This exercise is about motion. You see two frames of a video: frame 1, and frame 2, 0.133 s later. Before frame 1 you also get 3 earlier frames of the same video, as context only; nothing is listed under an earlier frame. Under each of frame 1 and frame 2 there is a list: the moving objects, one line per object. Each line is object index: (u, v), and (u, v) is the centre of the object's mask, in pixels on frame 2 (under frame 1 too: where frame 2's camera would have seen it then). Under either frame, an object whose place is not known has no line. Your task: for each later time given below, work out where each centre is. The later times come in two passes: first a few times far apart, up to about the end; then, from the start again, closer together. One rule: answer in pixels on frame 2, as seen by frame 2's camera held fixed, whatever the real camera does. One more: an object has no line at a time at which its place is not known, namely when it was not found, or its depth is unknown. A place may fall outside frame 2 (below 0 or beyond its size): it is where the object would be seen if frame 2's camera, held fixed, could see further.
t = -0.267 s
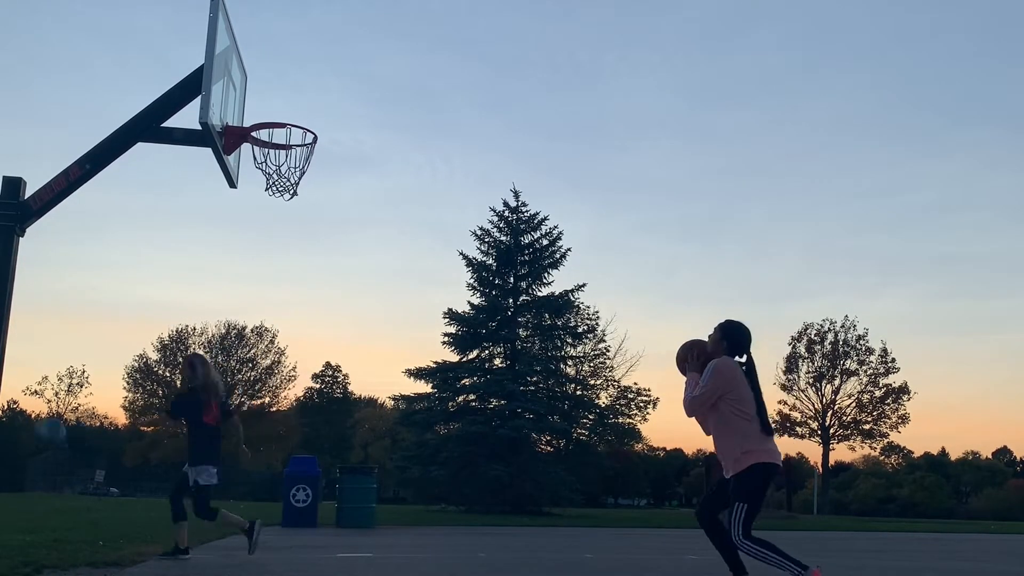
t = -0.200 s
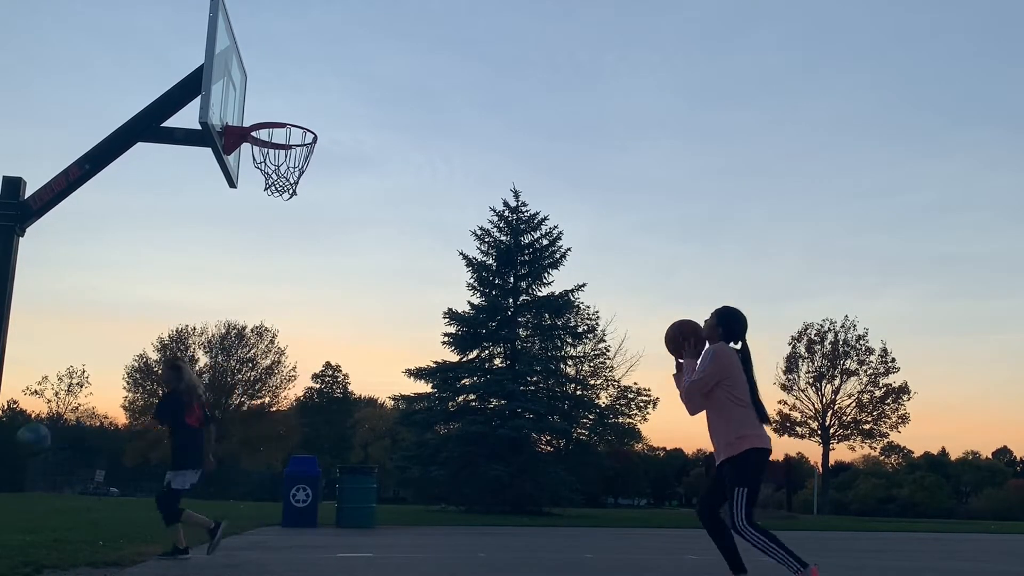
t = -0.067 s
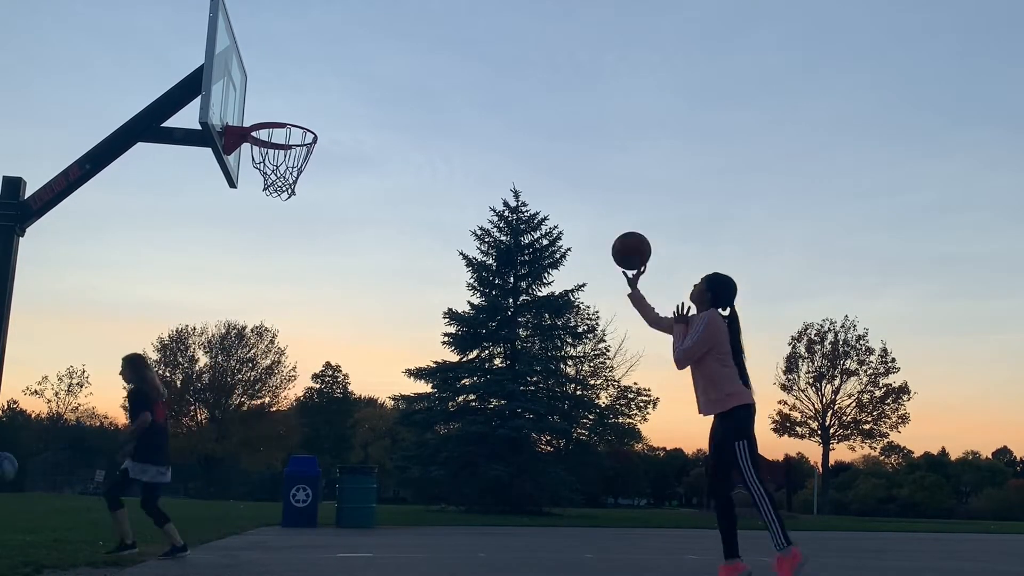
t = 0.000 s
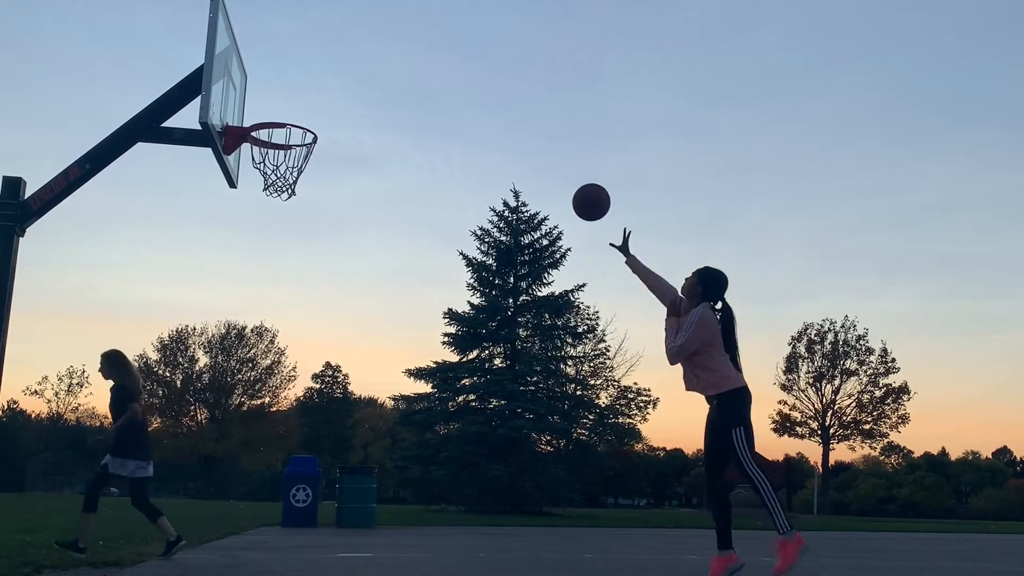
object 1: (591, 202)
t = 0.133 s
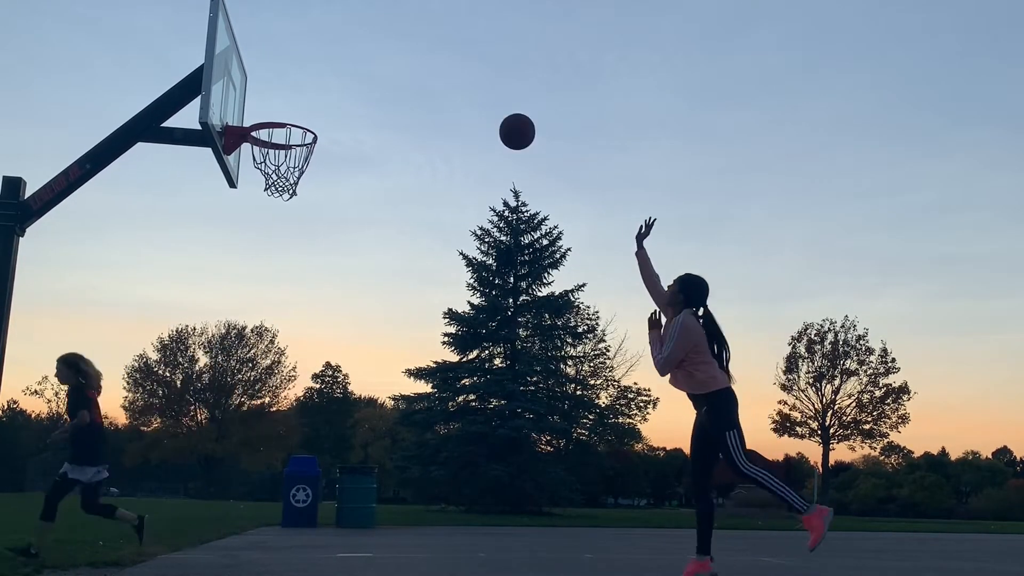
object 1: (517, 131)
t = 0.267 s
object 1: (449, 93)
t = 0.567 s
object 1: (312, 101)
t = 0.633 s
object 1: (283, 119)
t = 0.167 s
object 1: (500, 119)
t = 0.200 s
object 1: (482, 108)
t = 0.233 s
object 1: (466, 100)
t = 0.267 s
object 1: (449, 93)
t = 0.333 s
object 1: (417, 84)
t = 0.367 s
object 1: (401, 82)
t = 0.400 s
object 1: (386, 81)
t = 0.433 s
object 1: (371, 82)
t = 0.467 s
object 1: (356, 85)
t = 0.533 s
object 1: (326, 94)
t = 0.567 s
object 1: (312, 101)
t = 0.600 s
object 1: (297, 109)
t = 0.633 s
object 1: (283, 119)
